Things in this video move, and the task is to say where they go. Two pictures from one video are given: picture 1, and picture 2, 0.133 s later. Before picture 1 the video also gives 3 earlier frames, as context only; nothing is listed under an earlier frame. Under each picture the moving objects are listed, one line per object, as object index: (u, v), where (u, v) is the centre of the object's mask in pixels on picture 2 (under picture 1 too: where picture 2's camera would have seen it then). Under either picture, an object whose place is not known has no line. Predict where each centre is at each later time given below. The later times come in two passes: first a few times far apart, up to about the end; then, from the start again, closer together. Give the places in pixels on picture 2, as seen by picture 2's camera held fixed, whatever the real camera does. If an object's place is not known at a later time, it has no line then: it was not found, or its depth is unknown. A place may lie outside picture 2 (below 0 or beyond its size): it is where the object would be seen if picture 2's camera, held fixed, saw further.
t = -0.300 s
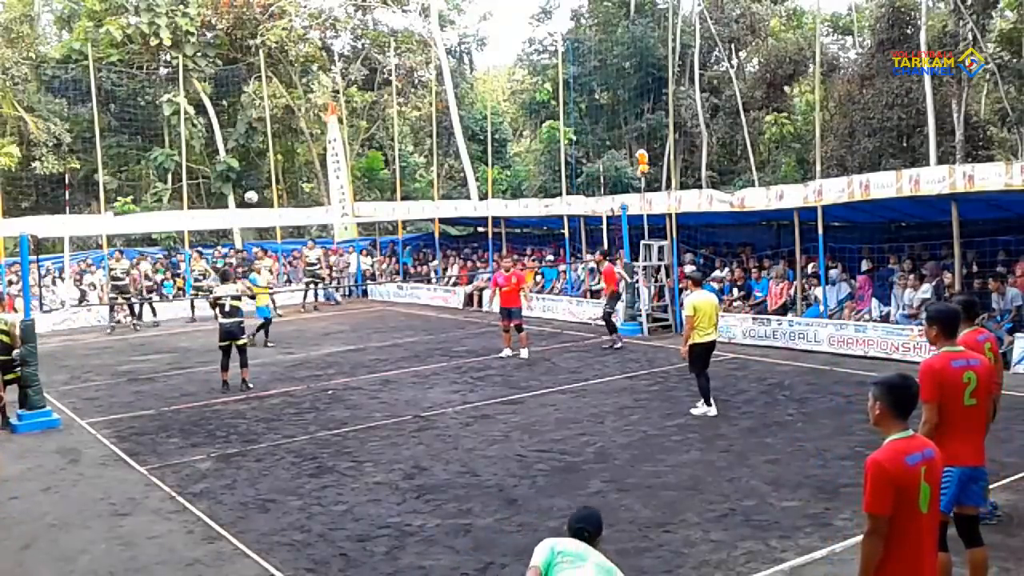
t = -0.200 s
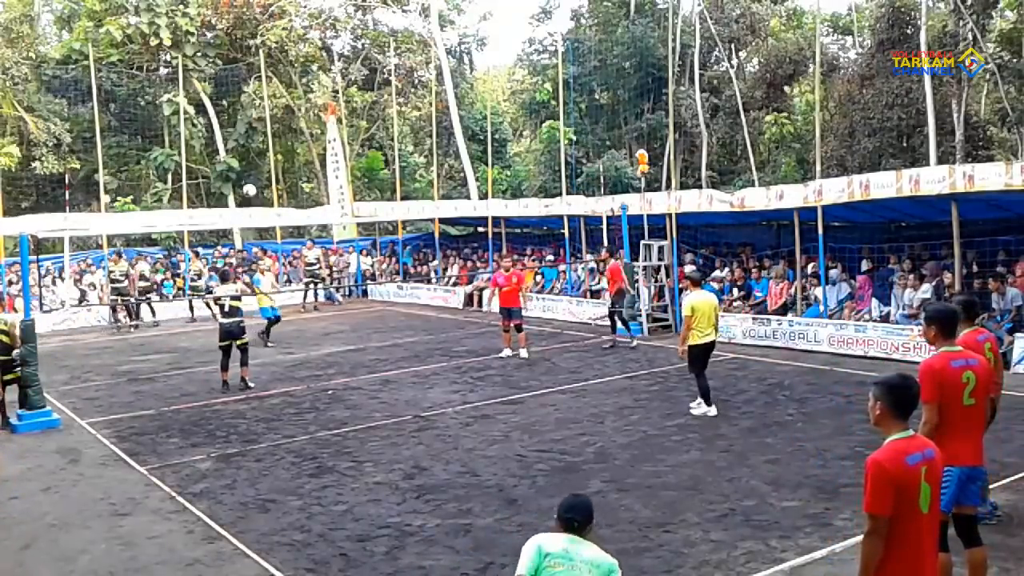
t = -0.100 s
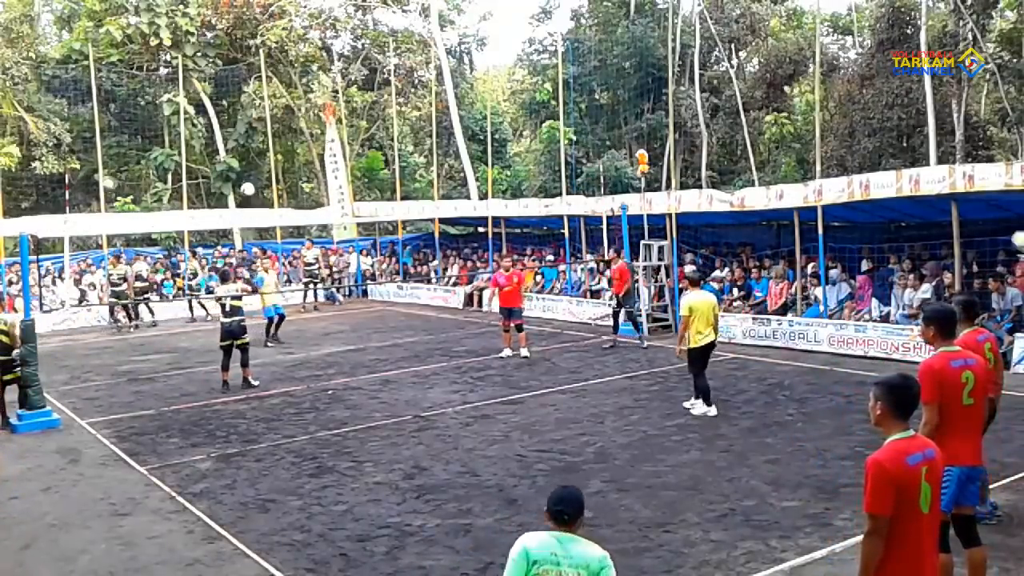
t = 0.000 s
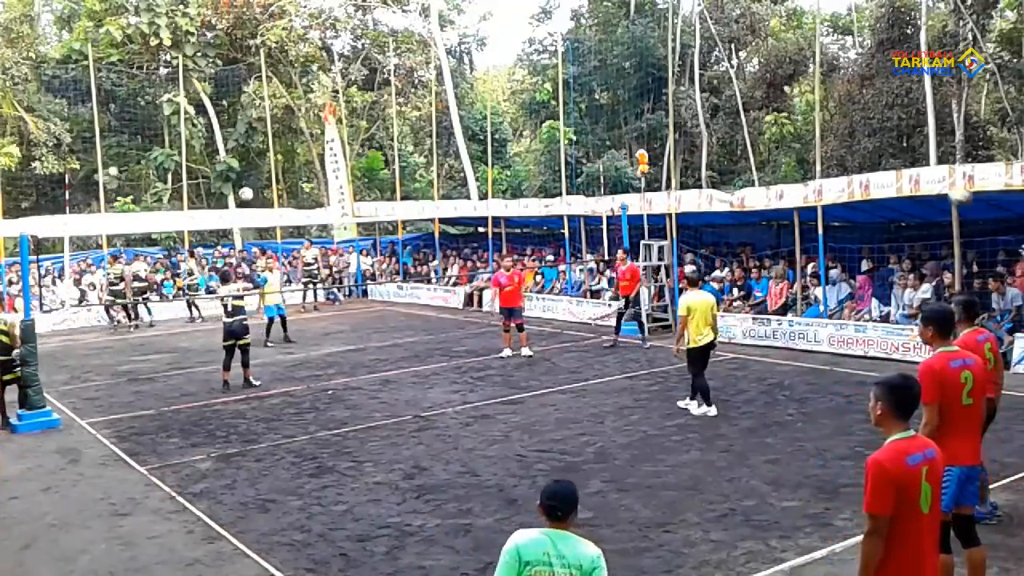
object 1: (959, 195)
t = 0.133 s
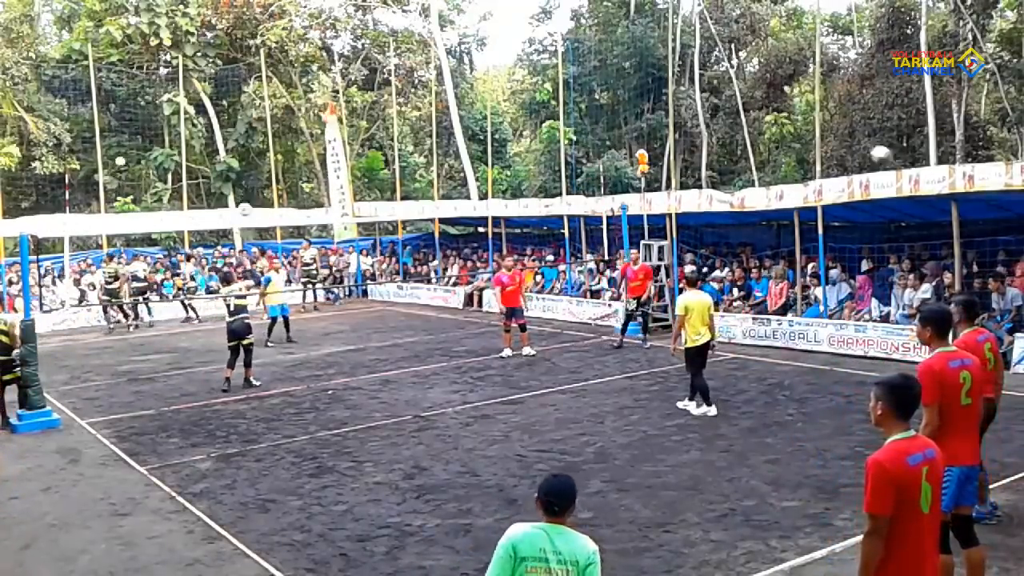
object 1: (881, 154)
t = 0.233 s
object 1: (826, 134)
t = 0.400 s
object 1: (747, 125)
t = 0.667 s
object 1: (637, 150)
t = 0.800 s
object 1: (592, 178)
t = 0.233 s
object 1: (826, 134)
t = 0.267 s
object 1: (808, 130)
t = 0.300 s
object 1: (792, 128)
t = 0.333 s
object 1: (775, 124)
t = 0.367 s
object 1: (760, 124)
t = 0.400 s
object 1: (747, 125)
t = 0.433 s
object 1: (731, 125)
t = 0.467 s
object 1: (716, 127)
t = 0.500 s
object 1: (702, 129)
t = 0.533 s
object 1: (689, 131)
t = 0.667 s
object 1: (637, 150)
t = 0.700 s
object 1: (625, 156)
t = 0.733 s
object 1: (613, 162)
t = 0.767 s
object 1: (602, 170)
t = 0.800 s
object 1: (592, 178)
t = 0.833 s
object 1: (581, 187)
